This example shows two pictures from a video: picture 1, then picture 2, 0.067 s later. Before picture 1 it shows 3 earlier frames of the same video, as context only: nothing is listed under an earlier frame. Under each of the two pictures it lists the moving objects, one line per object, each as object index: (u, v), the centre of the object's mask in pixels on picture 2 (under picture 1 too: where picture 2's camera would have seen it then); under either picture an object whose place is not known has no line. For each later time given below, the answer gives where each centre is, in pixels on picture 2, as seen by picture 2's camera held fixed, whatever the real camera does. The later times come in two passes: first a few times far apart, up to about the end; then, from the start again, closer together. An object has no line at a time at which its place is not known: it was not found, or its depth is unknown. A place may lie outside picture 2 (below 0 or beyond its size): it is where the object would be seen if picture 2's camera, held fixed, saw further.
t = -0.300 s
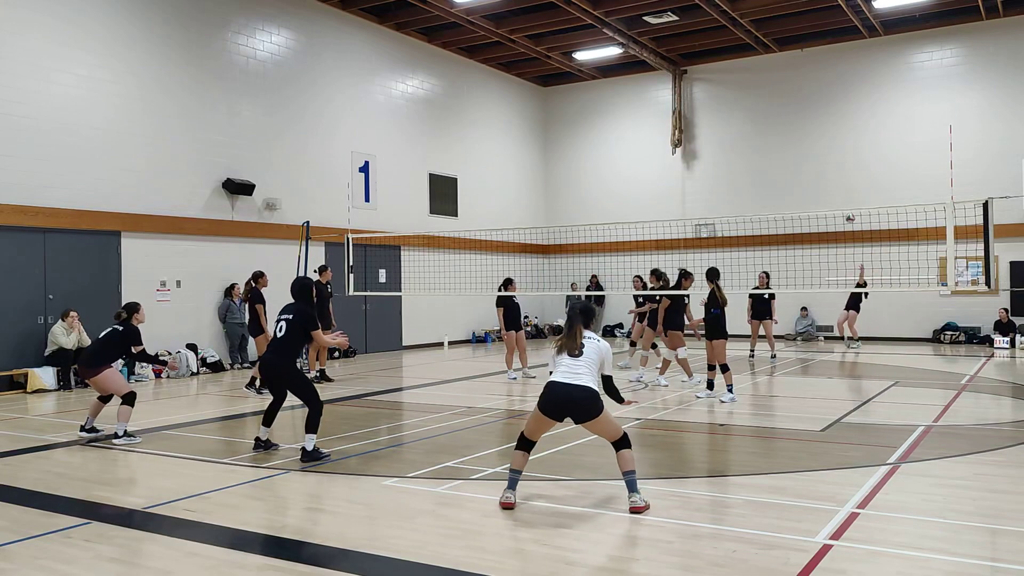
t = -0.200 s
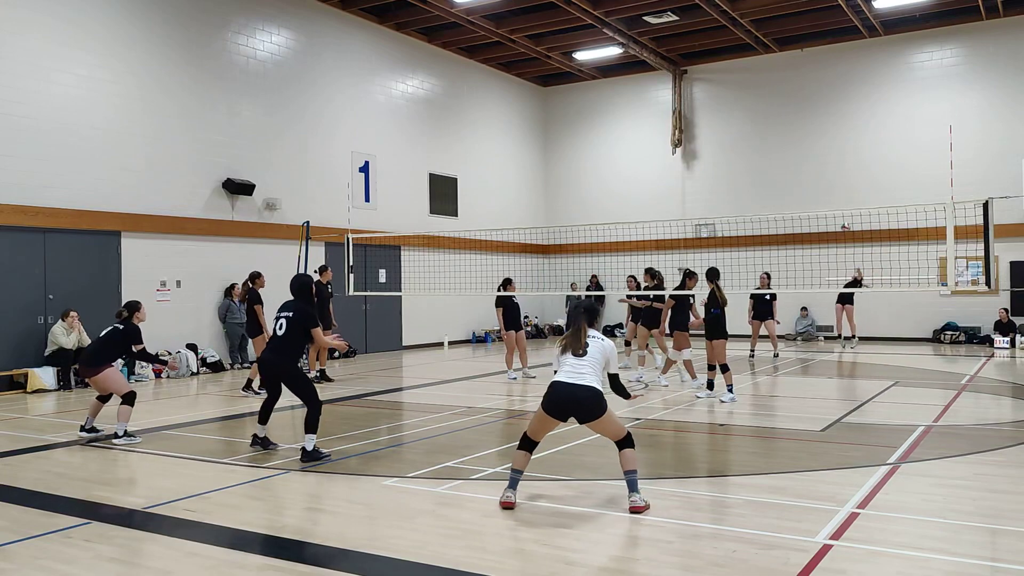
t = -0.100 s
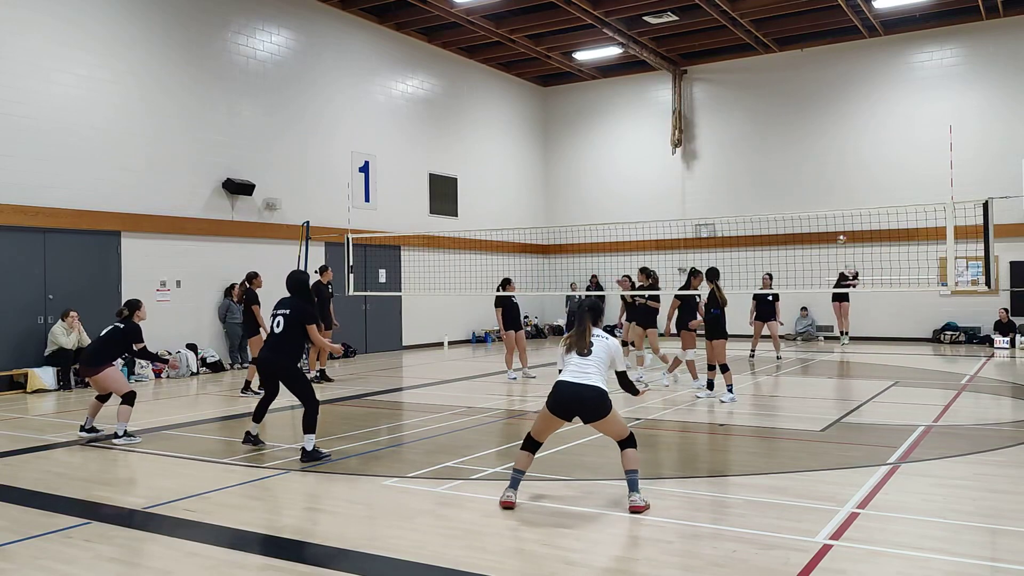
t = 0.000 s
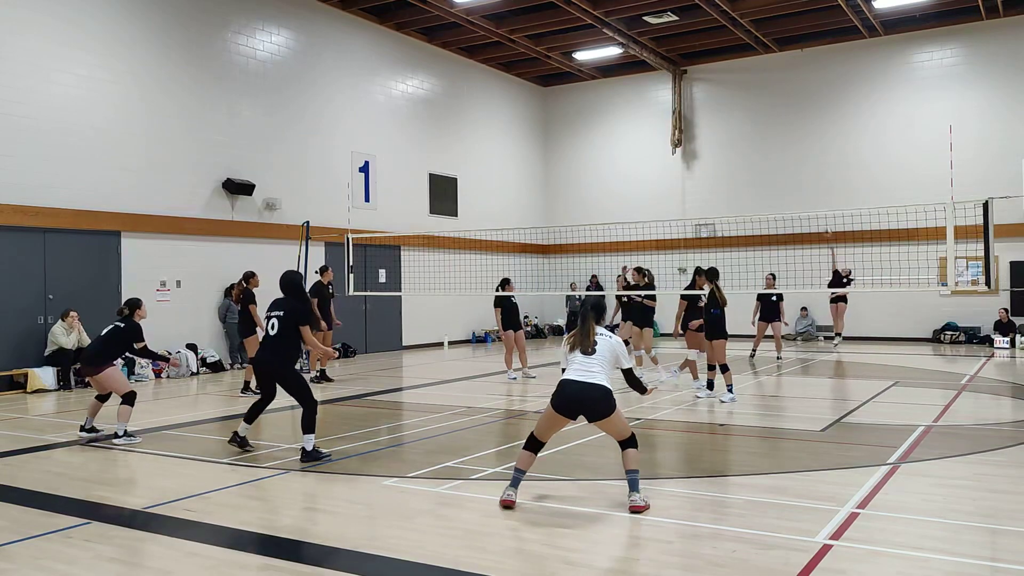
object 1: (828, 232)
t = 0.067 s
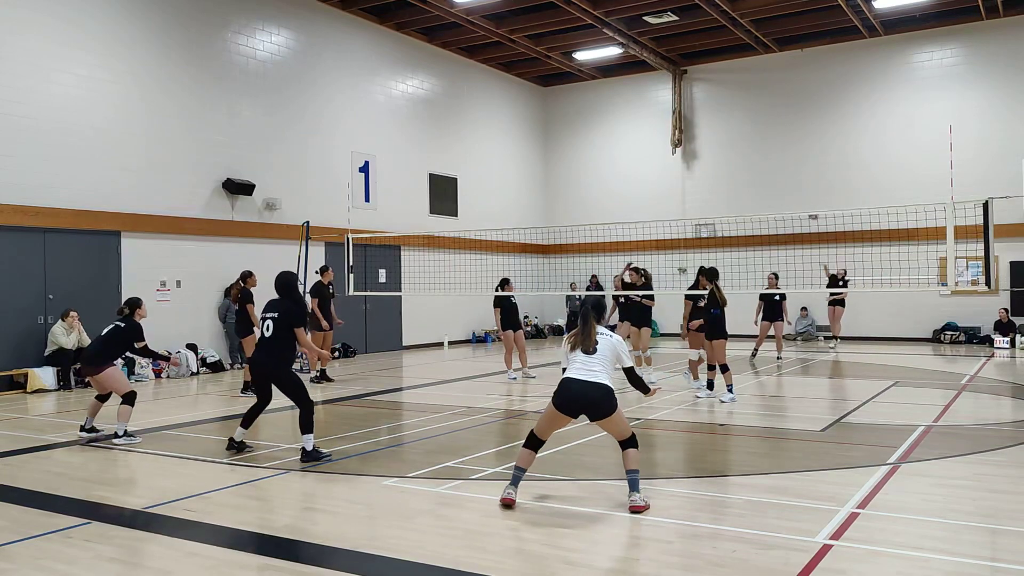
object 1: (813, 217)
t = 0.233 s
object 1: (774, 179)
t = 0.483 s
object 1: (704, 144)
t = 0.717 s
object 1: (621, 141)
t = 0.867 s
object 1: (557, 161)
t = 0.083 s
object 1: (809, 208)
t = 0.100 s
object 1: (806, 206)
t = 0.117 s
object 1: (802, 203)
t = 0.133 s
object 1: (798, 199)
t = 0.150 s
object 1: (794, 196)
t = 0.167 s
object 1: (790, 193)
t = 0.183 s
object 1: (786, 188)
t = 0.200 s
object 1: (782, 185)
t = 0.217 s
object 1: (779, 182)
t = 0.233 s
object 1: (774, 179)
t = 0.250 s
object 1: (770, 176)
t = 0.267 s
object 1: (766, 173)
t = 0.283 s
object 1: (761, 170)
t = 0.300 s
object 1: (757, 168)
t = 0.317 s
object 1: (753, 165)
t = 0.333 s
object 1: (748, 162)
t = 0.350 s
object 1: (743, 159)
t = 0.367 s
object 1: (738, 157)
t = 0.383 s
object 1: (734, 155)
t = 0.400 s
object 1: (729, 153)
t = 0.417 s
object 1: (724, 151)
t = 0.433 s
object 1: (719, 149)
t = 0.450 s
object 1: (714, 147)
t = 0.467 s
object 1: (709, 146)
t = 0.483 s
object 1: (704, 144)
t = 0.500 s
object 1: (699, 143)
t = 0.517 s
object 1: (694, 142)
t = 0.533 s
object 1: (689, 141)
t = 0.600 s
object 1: (665, 139)
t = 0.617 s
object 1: (659, 138)
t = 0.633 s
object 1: (653, 138)
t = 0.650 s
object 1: (647, 139)
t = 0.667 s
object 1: (640, 139)
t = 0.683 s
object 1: (634, 140)
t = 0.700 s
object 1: (628, 140)
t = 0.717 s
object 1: (621, 141)
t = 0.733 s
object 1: (615, 143)
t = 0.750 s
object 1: (607, 144)
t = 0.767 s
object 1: (600, 146)
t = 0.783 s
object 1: (593, 148)
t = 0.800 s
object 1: (587, 150)
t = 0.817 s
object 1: (579, 152)
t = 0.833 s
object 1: (572, 155)
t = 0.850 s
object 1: (565, 158)
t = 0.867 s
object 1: (557, 161)
